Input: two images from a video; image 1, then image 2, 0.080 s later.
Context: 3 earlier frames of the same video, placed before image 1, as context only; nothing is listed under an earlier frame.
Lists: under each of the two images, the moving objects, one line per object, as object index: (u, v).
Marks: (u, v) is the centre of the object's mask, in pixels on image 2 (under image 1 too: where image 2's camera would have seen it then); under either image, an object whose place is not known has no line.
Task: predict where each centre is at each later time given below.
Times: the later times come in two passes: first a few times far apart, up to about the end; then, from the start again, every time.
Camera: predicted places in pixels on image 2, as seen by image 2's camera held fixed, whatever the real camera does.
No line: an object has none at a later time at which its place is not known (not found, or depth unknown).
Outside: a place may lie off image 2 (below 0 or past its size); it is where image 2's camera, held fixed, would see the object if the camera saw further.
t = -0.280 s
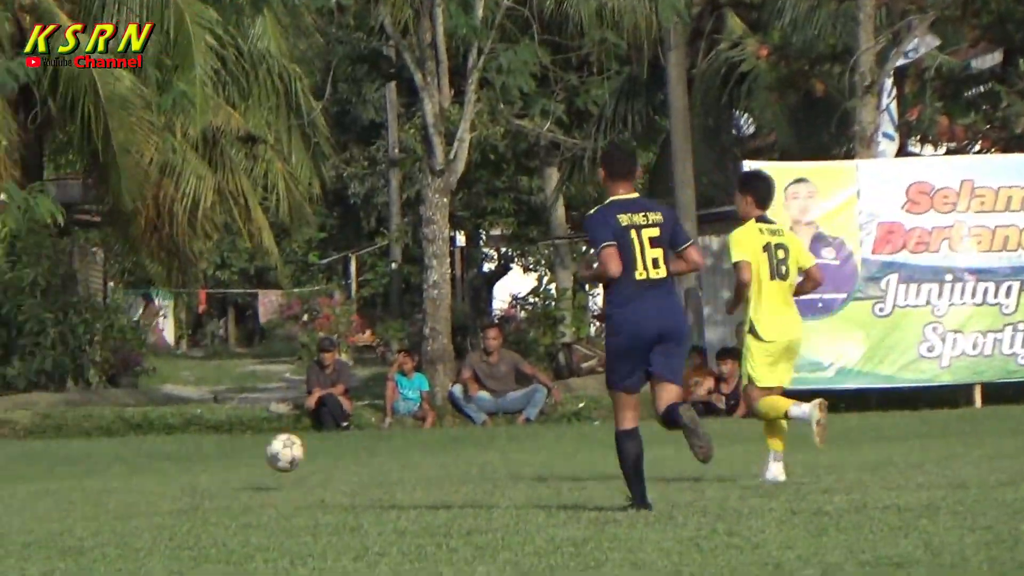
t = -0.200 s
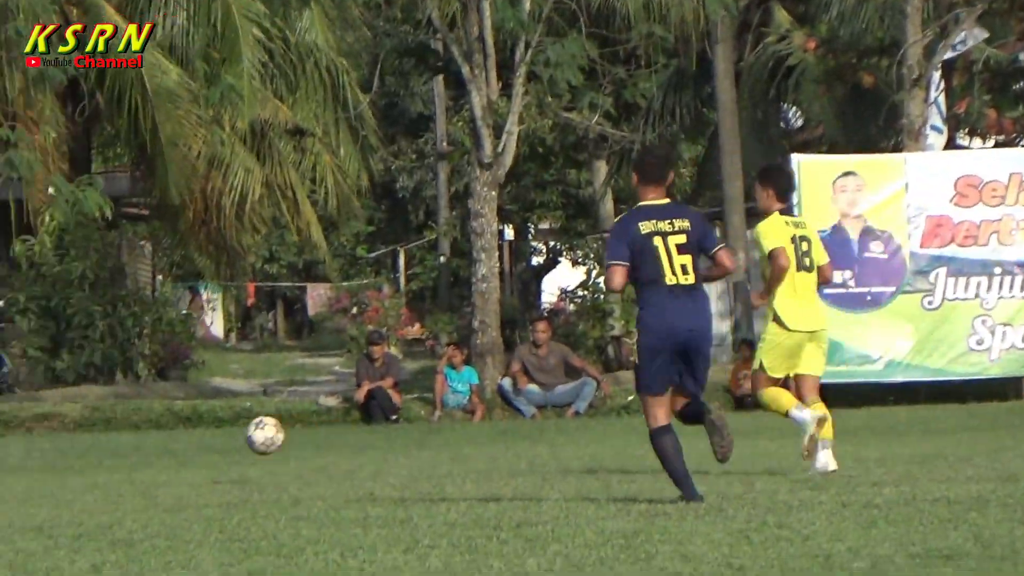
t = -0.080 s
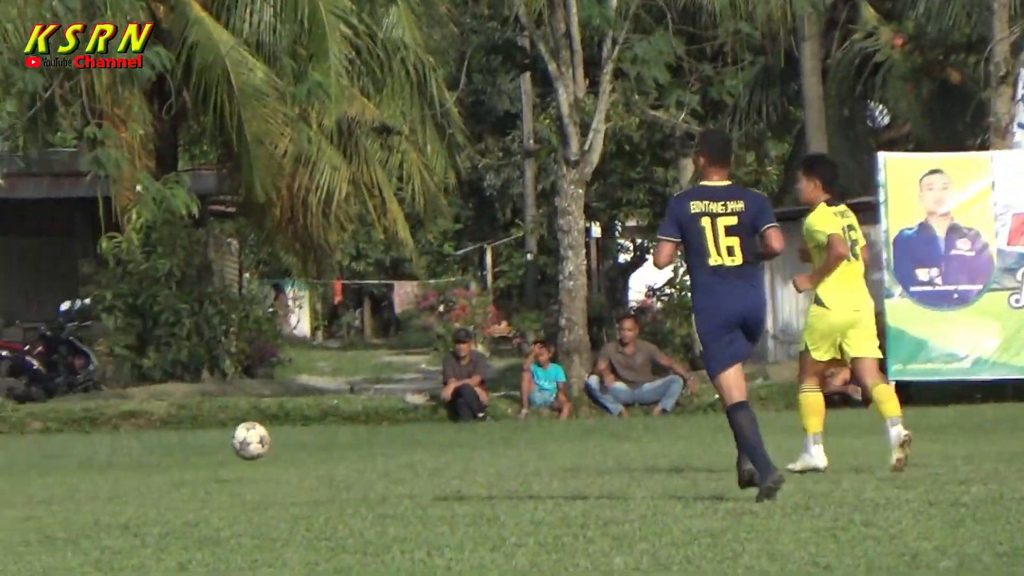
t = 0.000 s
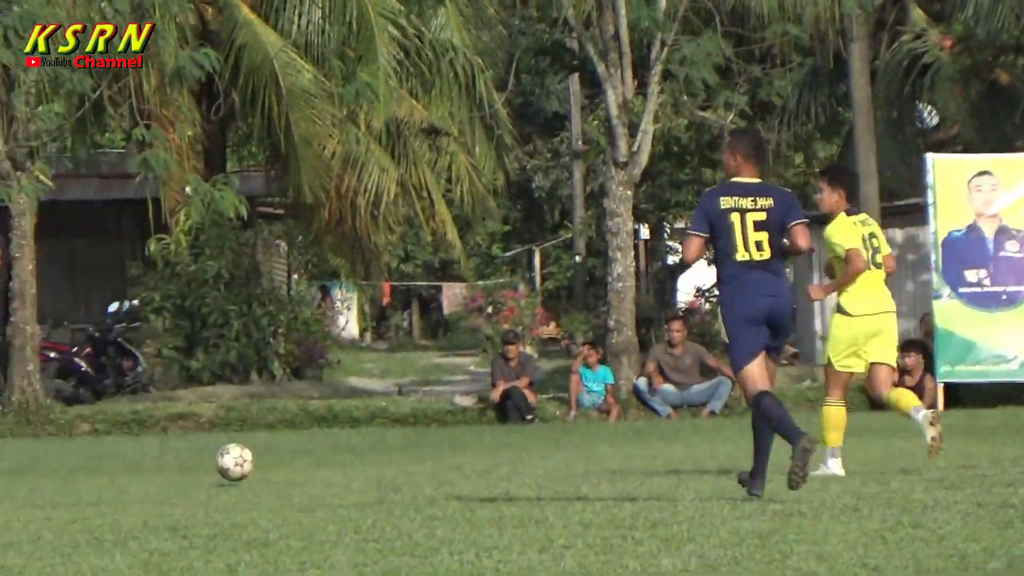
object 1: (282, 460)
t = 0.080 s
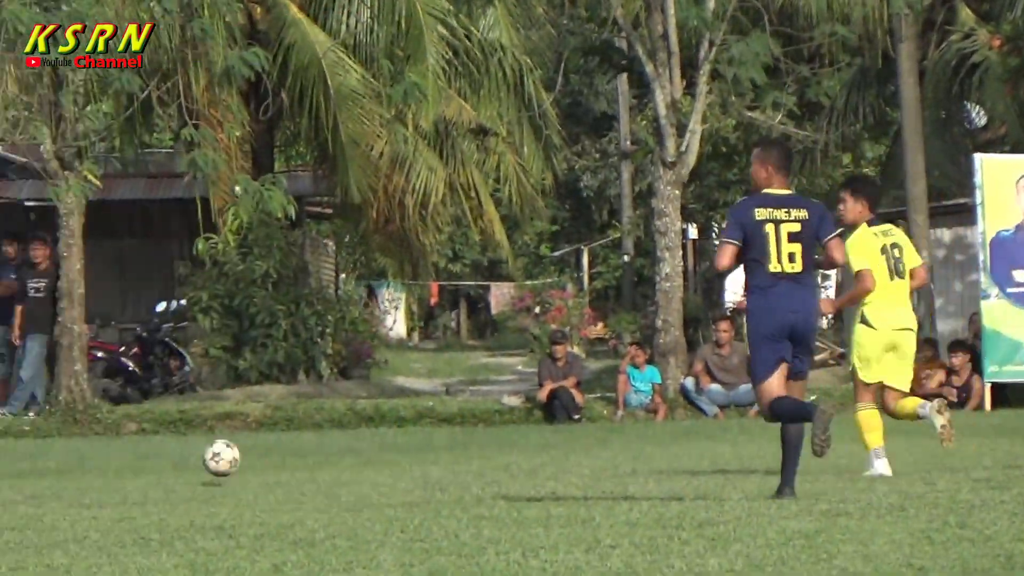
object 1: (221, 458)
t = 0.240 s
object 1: (107, 419)
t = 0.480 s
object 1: (-58, 438)
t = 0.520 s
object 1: (-84, 451)
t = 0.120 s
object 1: (192, 444)
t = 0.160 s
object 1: (163, 433)
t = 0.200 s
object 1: (135, 425)
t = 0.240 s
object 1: (107, 419)
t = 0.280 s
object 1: (80, 417)
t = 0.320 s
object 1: (52, 414)
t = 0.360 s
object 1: (25, 419)
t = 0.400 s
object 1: (-2, 421)
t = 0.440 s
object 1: (-31, 426)
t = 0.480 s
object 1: (-58, 438)
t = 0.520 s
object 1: (-84, 451)
